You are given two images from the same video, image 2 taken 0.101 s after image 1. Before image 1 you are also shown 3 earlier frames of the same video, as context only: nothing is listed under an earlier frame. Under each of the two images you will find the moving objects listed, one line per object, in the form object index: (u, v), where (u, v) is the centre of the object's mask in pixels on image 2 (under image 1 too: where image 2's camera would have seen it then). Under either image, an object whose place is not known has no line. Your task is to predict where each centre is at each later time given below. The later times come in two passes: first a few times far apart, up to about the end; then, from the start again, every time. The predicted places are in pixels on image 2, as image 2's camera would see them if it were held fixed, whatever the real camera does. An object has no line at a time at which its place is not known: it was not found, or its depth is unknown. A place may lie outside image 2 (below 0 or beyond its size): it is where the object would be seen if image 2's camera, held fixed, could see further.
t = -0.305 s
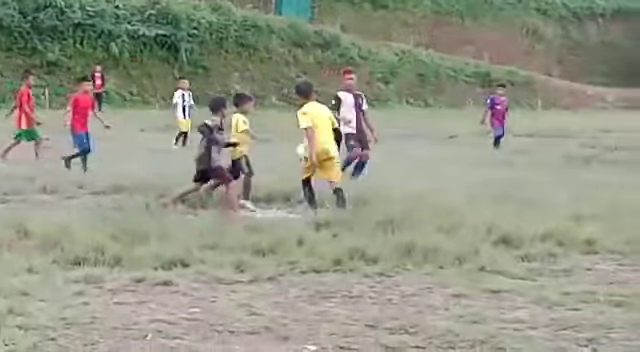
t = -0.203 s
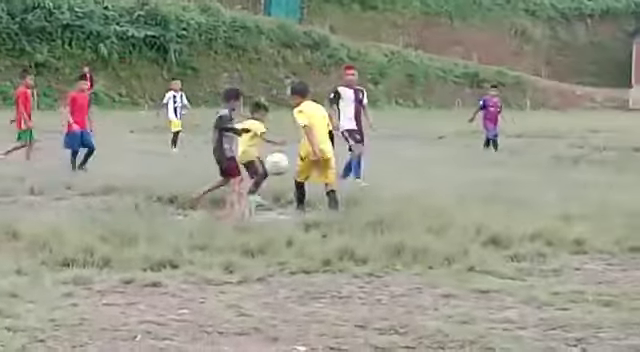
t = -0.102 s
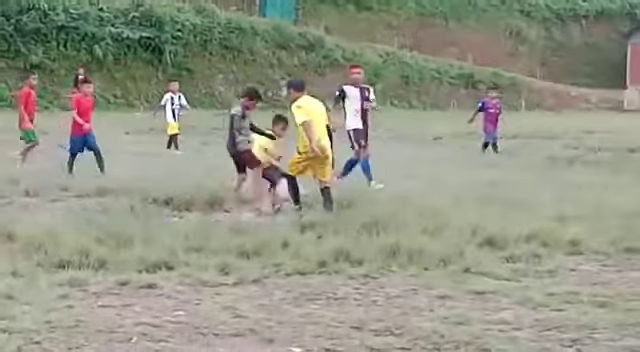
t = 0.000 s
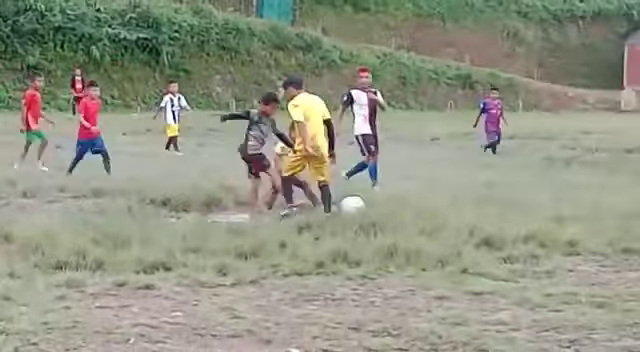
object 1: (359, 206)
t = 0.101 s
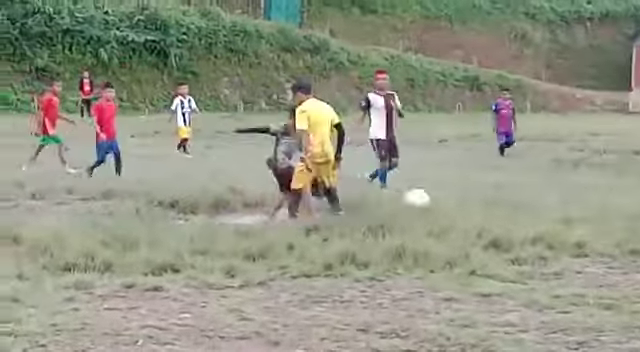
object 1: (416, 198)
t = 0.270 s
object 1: (511, 207)
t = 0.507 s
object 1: (636, 211)
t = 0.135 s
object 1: (435, 197)
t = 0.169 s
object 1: (454, 199)
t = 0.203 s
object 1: (473, 201)
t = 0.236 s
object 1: (491, 203)
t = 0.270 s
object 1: (511, 207)
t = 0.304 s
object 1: (529, 212)
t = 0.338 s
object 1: (547, 216)
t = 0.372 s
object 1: (566, 222)
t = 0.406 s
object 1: (584, 217)
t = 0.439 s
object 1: (600, 215)
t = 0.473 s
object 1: (618, 211)
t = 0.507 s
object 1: (636, 211)
